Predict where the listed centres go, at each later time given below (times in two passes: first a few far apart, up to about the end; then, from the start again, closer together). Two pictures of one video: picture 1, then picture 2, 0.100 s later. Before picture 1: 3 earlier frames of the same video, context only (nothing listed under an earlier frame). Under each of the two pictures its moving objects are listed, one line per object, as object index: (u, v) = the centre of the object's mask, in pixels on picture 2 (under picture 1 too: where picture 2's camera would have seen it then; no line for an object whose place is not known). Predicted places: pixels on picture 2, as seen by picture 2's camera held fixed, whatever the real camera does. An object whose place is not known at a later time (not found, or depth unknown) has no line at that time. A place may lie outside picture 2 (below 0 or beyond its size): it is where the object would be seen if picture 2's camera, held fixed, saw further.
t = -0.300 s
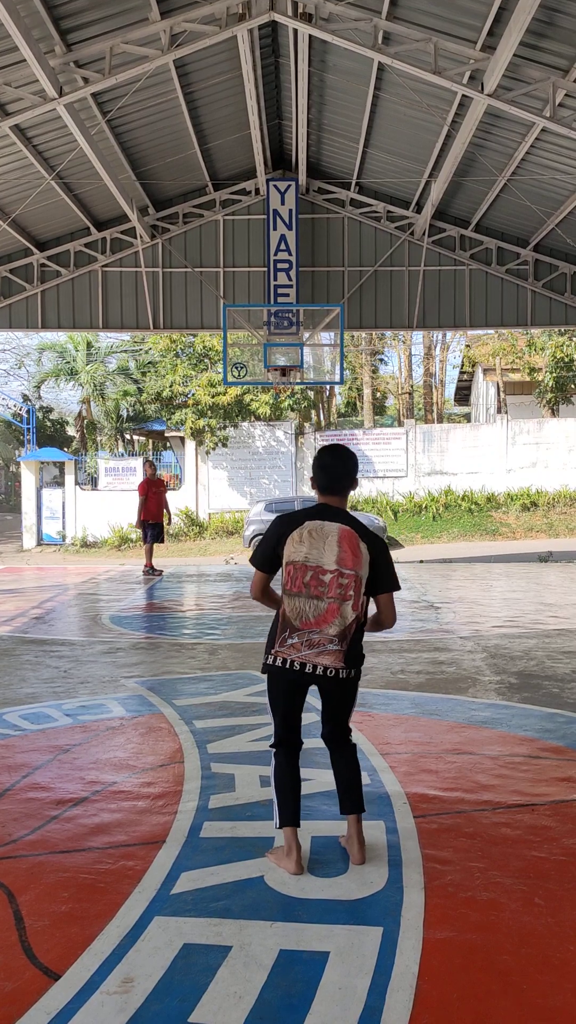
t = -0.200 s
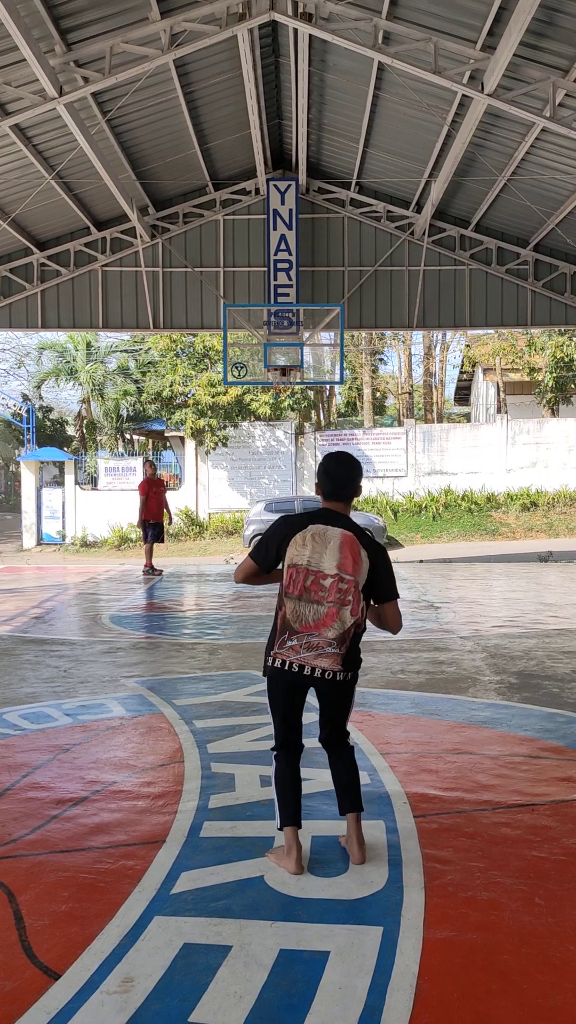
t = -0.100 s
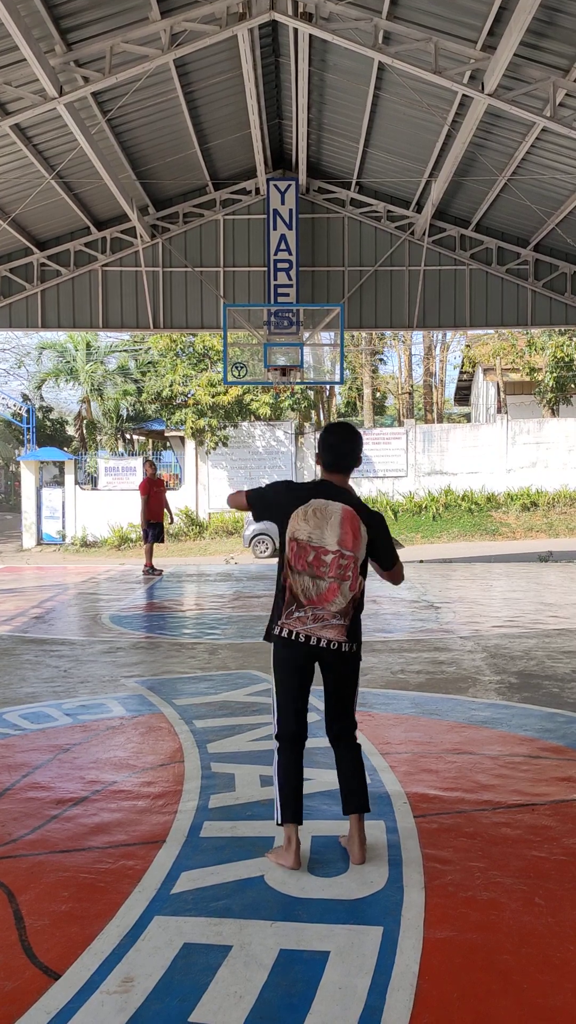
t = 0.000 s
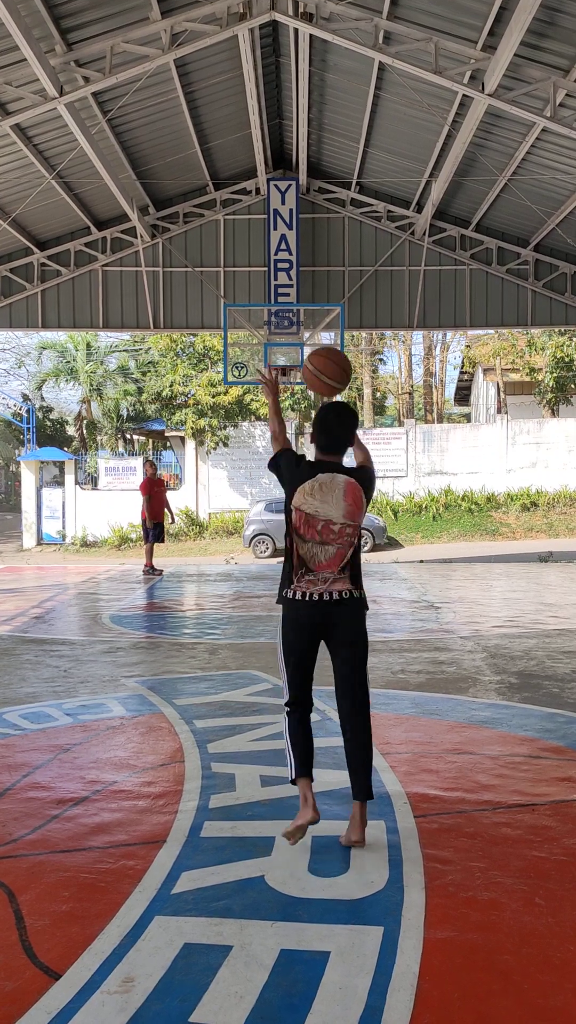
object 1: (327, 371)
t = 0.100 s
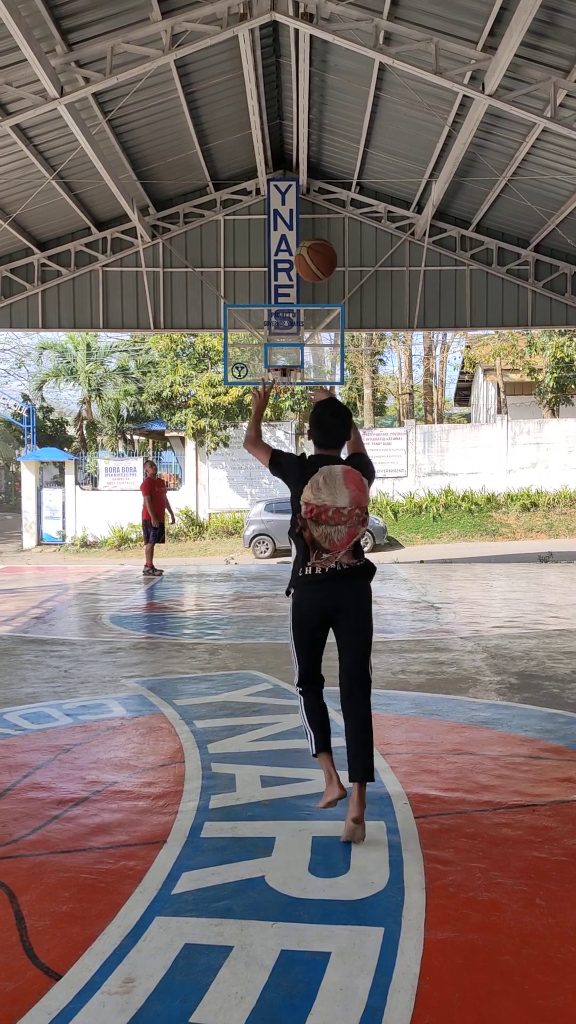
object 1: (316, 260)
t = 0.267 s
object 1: (303, 160)
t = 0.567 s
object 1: (294, 120)
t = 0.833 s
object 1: (290, 164)
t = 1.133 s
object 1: (290, 258)
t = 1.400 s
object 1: (290, 363)
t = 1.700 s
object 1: (238, 279)
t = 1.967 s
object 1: (186, 251)
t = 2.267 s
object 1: (122, 282)
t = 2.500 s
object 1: (69, 358)
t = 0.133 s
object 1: (313, 233)
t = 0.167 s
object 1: (310, 210)
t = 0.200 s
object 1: (307, 190)
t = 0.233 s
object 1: (305, 173)
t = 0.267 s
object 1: (303, 160)
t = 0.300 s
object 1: (301, 148)
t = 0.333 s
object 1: (300, 139)
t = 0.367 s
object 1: (299, 132)
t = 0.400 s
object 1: (299, 126)
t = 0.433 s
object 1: (297, 122)
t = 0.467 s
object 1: (296, 120)
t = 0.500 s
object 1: (296, 119)
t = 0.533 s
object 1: (295, 119)
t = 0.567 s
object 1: (294, 120)
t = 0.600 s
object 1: (293, 123)
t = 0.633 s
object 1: (292, 127)
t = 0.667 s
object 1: (292, 131)
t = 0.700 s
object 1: (291, 136)
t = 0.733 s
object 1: (291, 142)
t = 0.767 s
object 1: (291, 149)
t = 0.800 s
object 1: (291, 156)
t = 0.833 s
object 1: (290, 164)
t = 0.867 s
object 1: (290, 172)
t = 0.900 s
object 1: (290, 182)
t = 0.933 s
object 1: (290, 191)
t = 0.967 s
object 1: (289, 201)
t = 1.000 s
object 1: (289, 212)
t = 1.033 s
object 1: (289, 223)
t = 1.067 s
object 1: (290, 234)
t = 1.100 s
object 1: (290, 246)
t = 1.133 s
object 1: (290, 258)
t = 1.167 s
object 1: (290, 270)
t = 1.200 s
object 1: (290, 283)
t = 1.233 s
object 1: (290, 296)
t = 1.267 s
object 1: (290, 309)
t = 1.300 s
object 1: (289, 322)
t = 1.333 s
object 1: (290, 336)
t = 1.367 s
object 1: (290, 350)
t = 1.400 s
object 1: (290, 363)
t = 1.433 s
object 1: (284, 352)
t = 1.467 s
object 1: (278, 341)
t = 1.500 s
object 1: (272, 331)
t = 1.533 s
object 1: (267, 320)
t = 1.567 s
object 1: (262, 311)
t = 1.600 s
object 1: (256, 301)
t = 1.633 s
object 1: (250, 294)
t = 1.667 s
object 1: (243, 286)
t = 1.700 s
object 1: (238, 279)
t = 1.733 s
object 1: (231, 273)
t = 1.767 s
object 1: (225, 268)
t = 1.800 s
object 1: (219, 263)
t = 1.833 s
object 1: (212, 259)
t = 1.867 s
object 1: (205, 256)
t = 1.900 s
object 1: (199, 254)
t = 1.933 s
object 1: (192, 252)
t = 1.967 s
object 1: (186, 251)
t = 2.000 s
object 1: (179, 251)
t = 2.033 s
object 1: (171, 252)
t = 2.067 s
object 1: (165, 253)
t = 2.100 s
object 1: (158, 256)
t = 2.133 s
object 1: (151, 259)
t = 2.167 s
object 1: (144, 263)
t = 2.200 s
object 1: (137, 269)
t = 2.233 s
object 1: (129, 274)
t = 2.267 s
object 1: (122, 282)
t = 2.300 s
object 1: (115, 290)
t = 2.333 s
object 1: (107, 299)
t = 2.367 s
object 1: (100, 308)
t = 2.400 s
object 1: (92, 319)
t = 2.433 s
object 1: (85, 332)
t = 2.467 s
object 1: (77, 344)
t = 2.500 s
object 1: (69, 358)
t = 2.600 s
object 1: (46, 407)
